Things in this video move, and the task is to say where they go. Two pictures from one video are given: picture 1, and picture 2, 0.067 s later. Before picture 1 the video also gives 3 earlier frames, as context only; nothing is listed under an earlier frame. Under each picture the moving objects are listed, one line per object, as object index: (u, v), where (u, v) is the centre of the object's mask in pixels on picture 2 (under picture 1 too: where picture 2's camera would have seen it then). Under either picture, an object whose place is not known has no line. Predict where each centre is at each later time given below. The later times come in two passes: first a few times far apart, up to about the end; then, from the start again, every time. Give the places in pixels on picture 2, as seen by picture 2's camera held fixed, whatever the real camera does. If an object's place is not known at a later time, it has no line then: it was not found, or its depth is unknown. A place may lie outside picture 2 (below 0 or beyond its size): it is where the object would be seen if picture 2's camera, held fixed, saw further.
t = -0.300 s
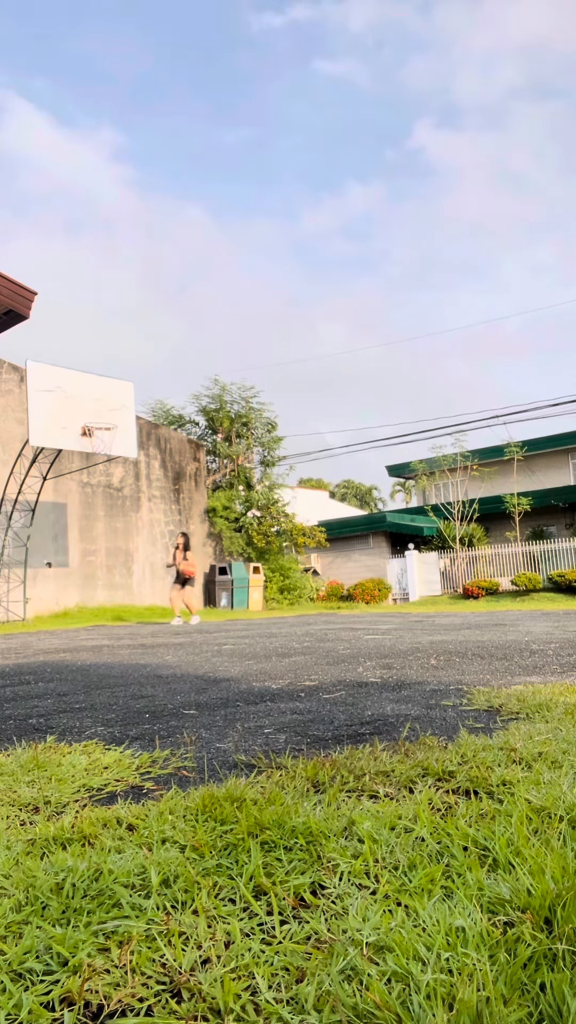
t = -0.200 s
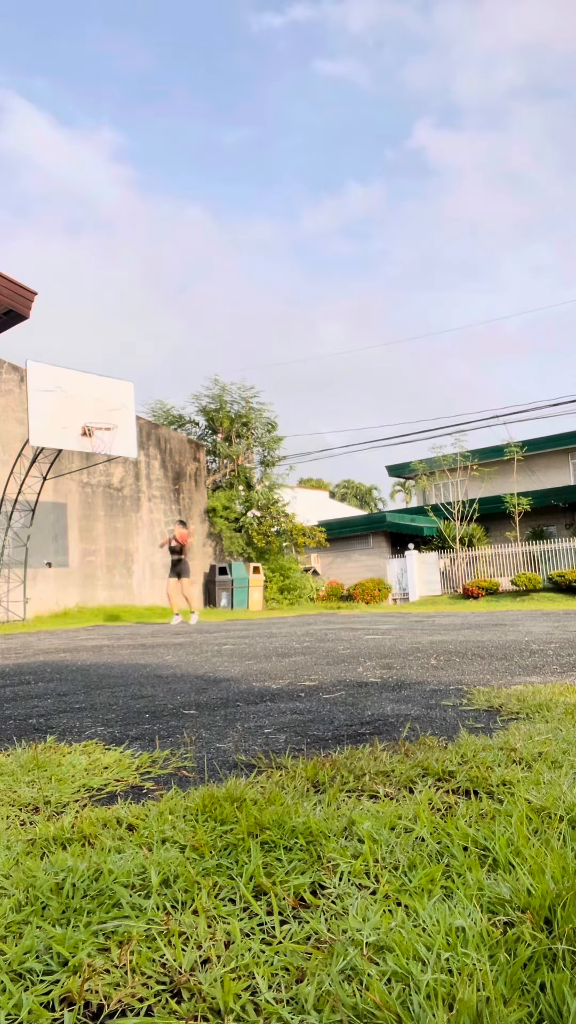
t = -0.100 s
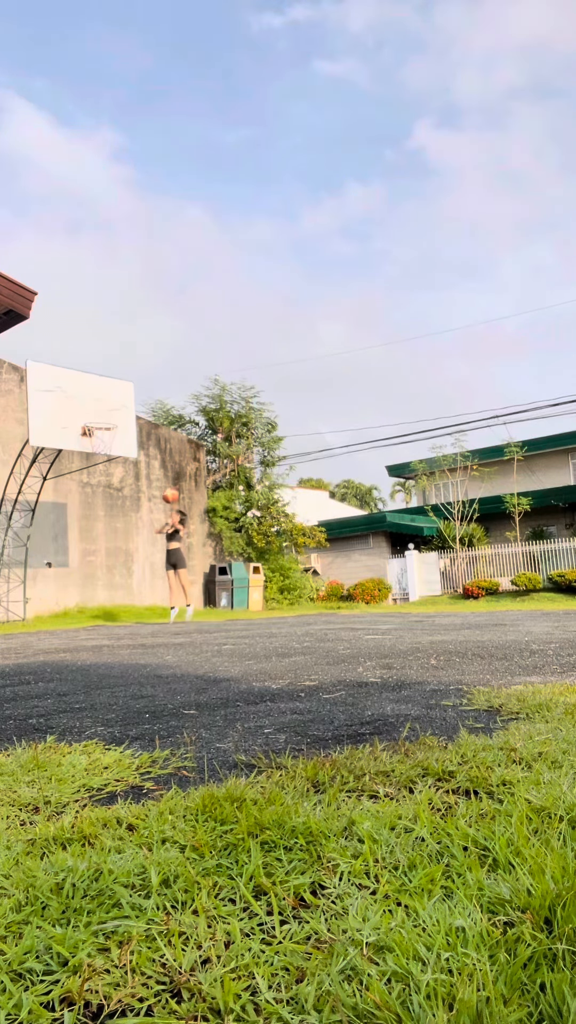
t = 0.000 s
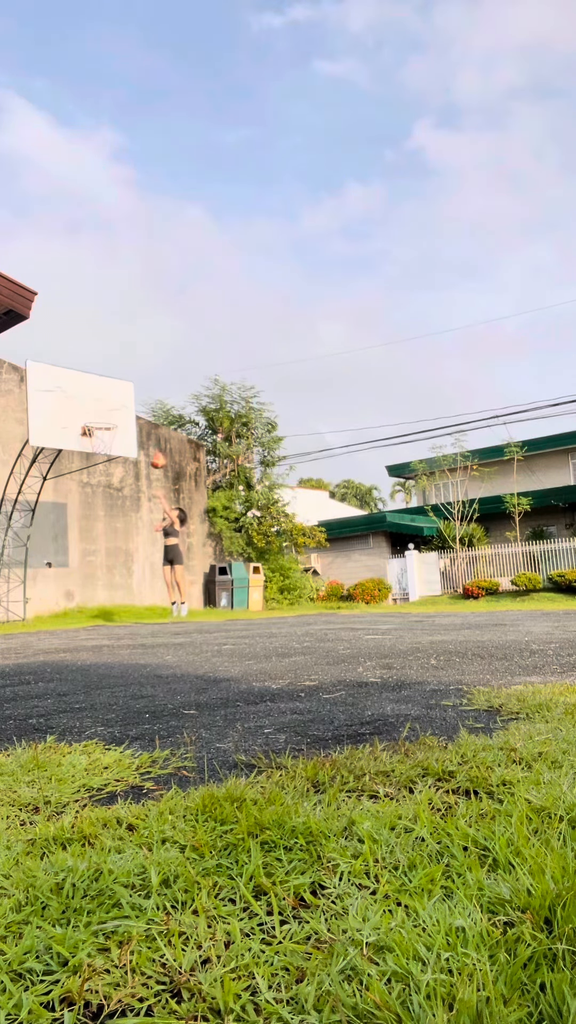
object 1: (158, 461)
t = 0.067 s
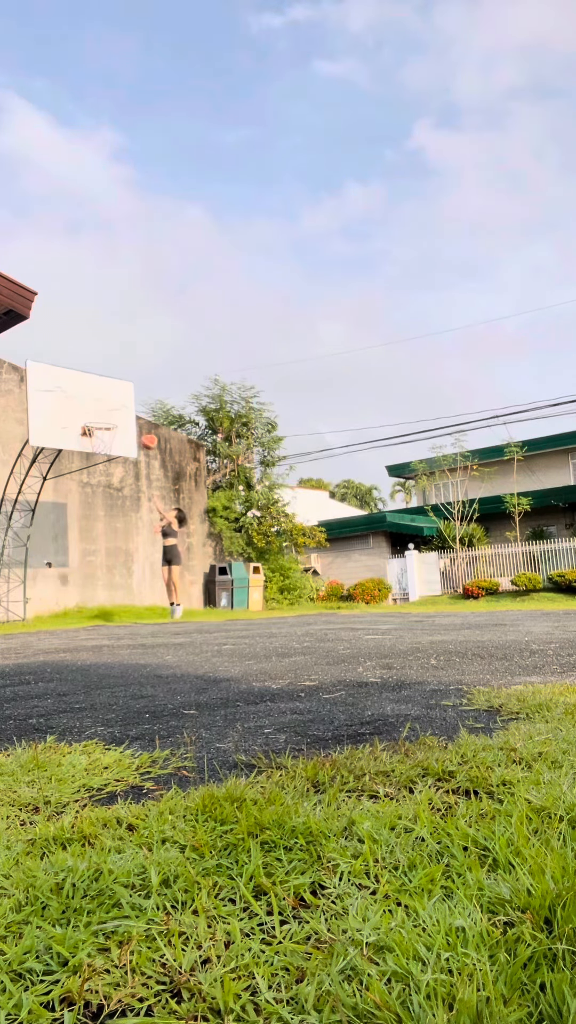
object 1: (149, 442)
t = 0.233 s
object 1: (129, 406)
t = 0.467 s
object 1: (103, 385)
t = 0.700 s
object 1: (77, 399)
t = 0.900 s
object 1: (73, 416)
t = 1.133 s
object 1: (48, 427)
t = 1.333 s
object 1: (24, 468)
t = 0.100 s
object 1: (145, 433)
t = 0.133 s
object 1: (141, 425)
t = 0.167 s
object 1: (137, 418)
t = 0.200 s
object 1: (133, 411)
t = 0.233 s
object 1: (129, 406)
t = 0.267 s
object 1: (125, 401)
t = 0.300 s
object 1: (122, 396)
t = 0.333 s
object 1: (117, 393)
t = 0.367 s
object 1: (113, 390)
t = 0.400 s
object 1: (110, 387)
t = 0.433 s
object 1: (106, 386)
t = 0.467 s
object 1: (103, 385)
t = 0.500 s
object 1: (99, 385)
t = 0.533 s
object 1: (95, 385)
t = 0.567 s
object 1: (92, 387)
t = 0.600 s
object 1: (88, 389)
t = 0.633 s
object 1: (84, 391)
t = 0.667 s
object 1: (80, 395)
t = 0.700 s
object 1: (77, 399)
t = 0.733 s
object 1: (77, 402)
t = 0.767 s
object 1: (79, 404)
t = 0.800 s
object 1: (78, 410)
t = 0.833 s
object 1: (78, 416)
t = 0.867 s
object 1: (77, 418)
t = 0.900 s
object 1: (73, 416)
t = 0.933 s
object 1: (70, 416)
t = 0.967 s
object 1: (66, 416)
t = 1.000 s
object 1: (62, 416)
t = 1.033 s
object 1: (59, 418)
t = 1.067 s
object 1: (55, 420)
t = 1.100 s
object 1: (51, 423)
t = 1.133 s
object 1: (48, 427)
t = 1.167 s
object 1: (44, 431)
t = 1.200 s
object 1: (40, 437)
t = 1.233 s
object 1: (36, 443)
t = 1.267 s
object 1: (32, 450)
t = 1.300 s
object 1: (29, 459)
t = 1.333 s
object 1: (24, 468)
